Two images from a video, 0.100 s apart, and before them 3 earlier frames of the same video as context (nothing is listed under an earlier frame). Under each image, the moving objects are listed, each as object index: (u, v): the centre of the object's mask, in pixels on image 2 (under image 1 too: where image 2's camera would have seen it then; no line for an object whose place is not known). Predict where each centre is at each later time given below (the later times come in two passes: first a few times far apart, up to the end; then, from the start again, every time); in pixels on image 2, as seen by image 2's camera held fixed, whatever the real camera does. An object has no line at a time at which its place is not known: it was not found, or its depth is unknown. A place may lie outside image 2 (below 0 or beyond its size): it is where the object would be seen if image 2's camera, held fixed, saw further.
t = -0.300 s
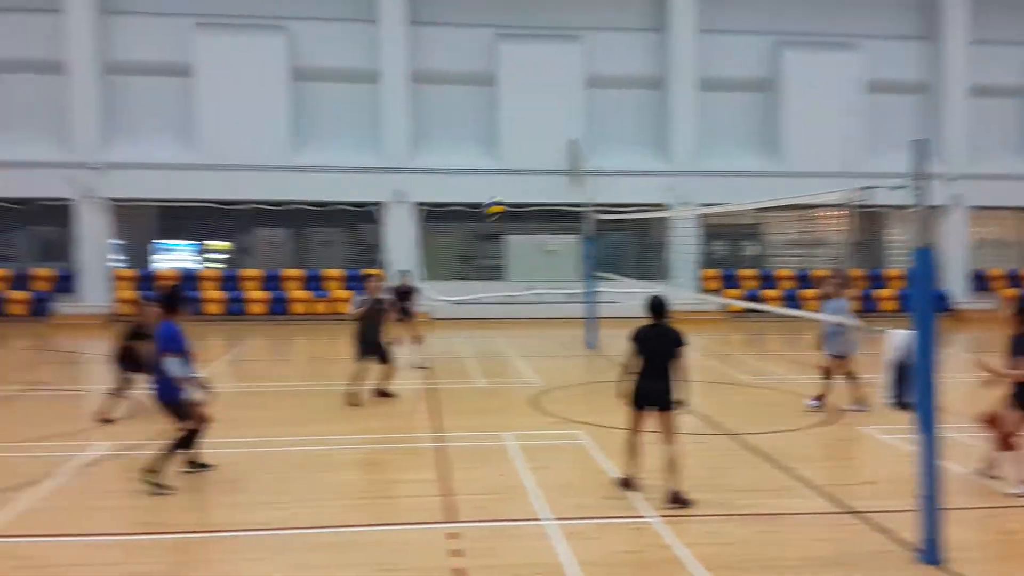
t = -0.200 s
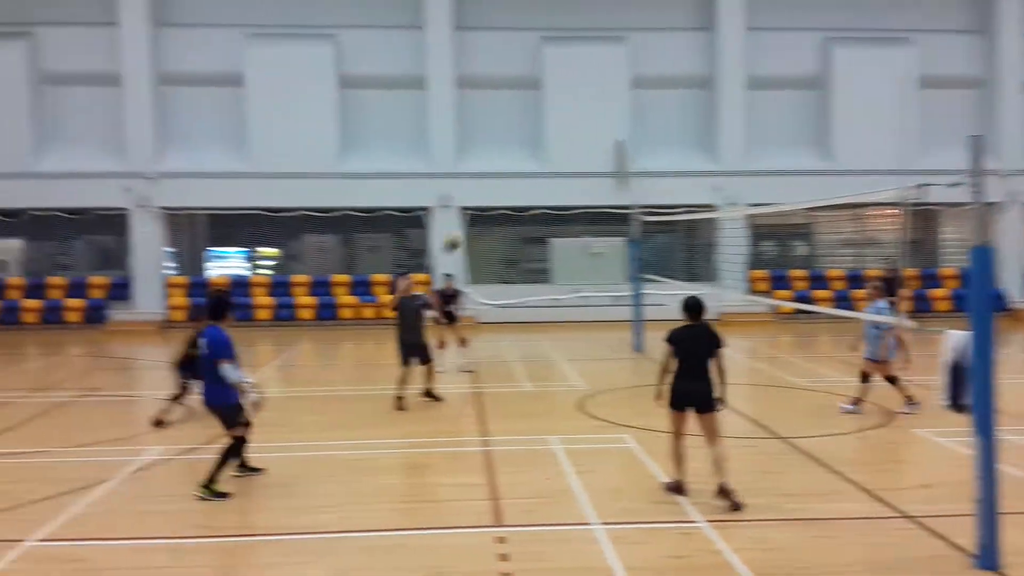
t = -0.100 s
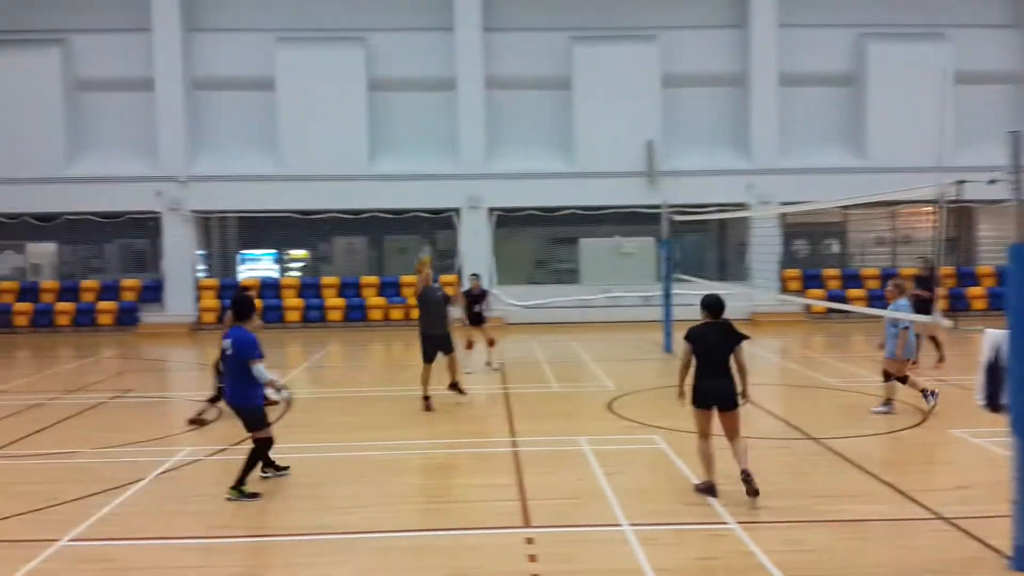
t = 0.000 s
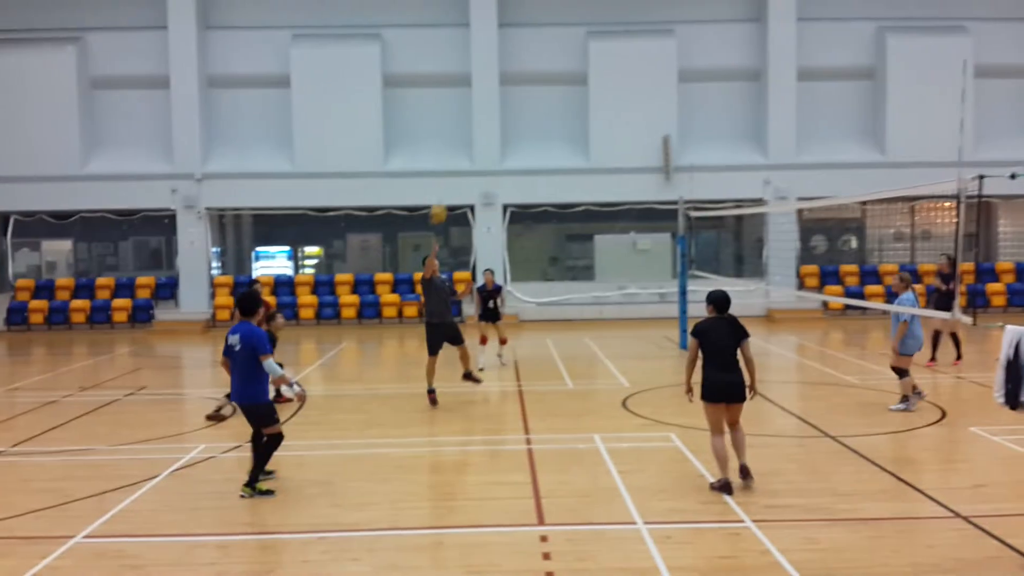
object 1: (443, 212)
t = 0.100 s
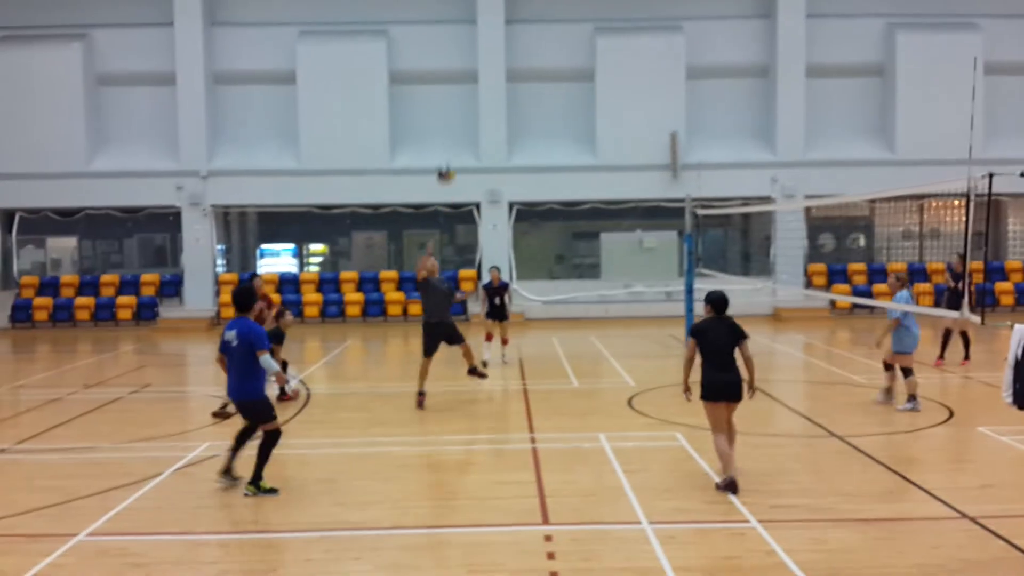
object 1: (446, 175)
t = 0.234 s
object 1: (450, 136)
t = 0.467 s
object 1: (459, 107)
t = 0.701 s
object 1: (468, 126)
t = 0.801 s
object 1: (474, 151)
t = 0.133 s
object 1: (447, 163)
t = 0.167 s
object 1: (448, 153)
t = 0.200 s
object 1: (449, 145)
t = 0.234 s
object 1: (450, 136)
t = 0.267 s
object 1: (451, 129)
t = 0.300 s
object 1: (453, 122)
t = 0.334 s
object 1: (454, 118)
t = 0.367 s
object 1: (455, 113)
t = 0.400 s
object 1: (457, 111)
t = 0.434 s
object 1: (458, 107)
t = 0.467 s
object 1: (459, 107)
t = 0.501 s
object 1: (460, 105)
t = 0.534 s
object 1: (461, 106)
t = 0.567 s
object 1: (463, 108)
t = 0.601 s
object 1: (464, 111)
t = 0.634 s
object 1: (466, 115)
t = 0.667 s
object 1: (467, 120)
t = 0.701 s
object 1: (468, 126)
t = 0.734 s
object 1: (470, 135)
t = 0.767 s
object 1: (472, 142)
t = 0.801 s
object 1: (474, 151)
